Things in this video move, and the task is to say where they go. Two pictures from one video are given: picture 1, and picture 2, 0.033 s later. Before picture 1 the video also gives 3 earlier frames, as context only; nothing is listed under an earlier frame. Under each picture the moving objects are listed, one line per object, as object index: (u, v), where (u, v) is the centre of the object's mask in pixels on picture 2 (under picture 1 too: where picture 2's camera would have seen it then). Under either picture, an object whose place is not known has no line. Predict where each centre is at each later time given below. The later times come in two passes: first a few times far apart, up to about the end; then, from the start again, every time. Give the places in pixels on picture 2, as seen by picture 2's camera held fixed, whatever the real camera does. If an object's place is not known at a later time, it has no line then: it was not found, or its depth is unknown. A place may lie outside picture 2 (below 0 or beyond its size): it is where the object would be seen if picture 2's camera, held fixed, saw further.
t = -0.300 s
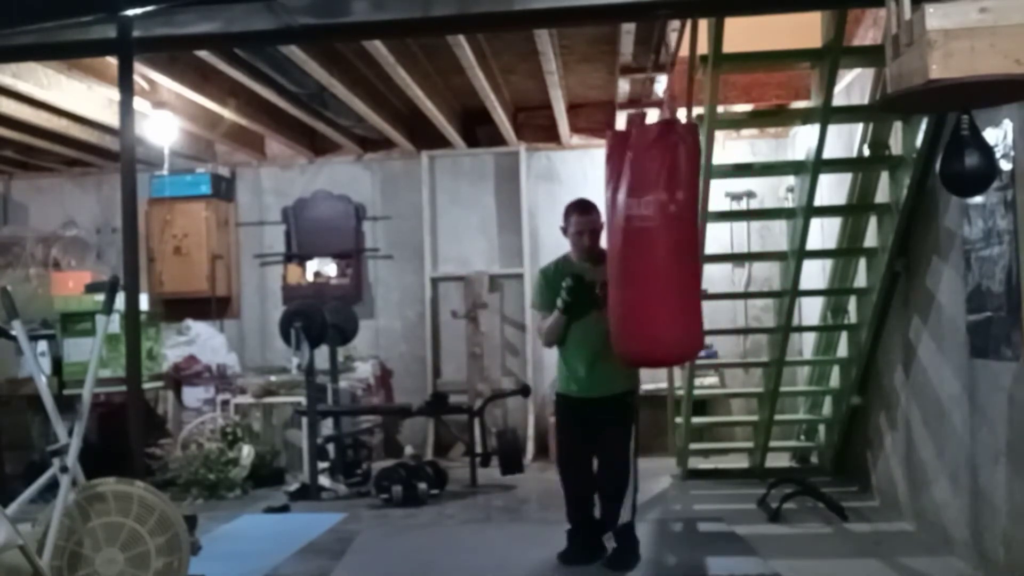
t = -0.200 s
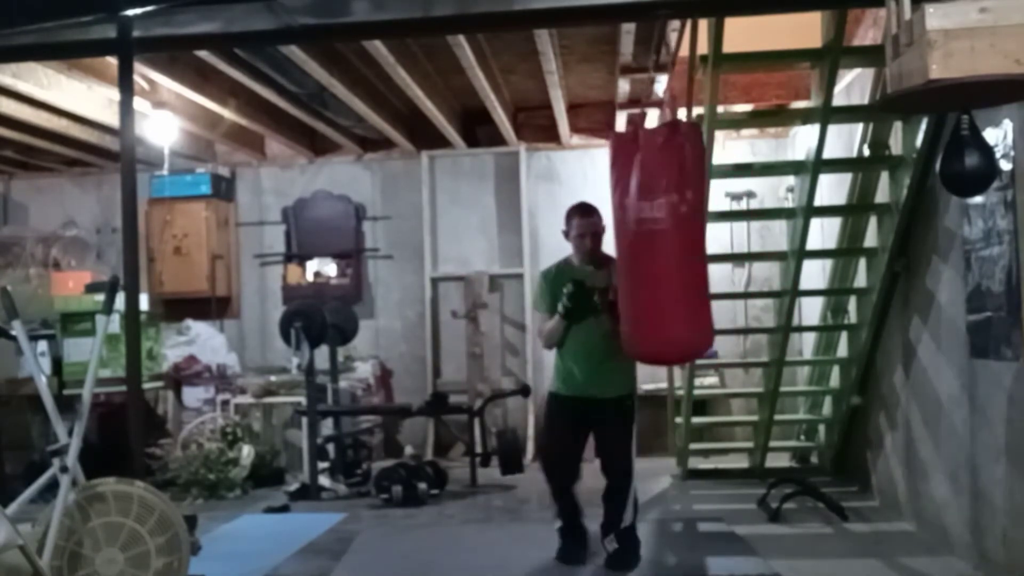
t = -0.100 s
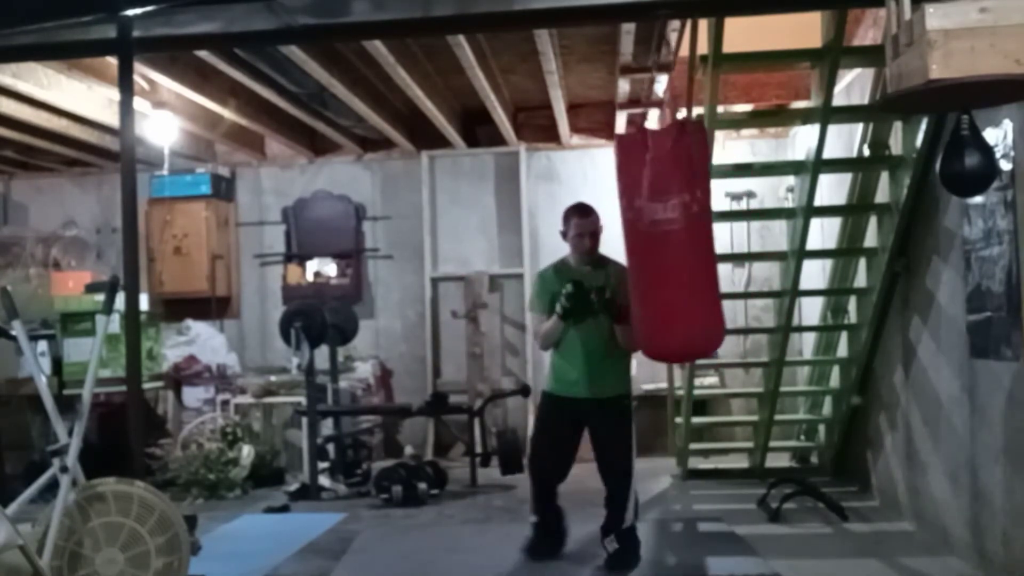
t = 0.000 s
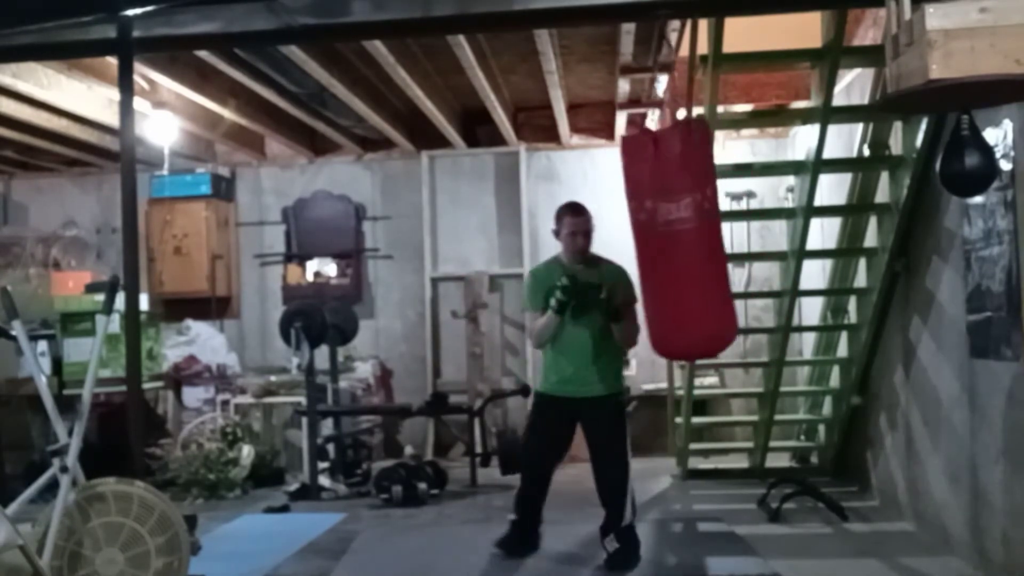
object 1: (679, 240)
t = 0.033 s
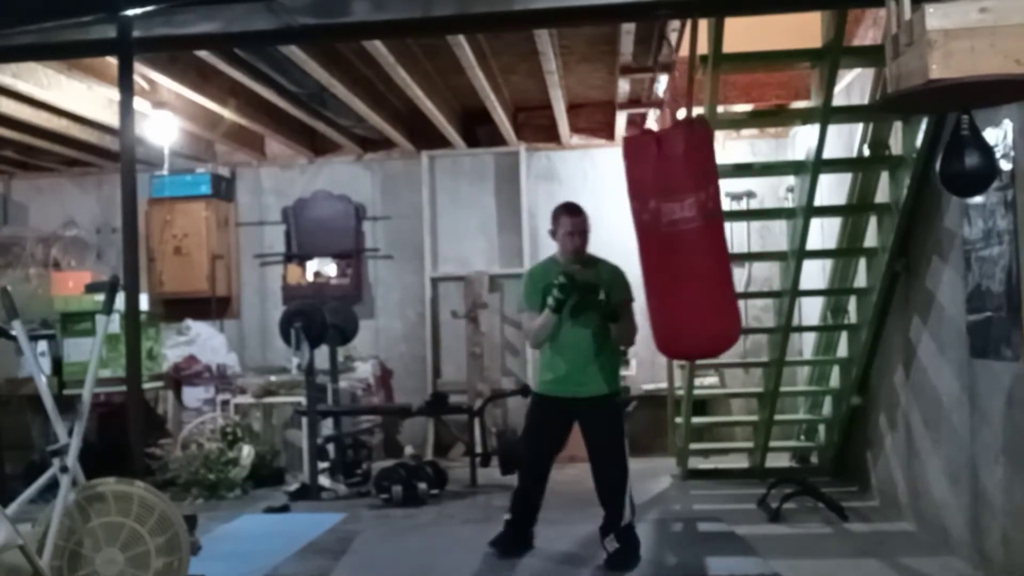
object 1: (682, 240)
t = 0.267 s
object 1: (701, 242)
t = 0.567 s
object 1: (707, 244)
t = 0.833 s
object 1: (689, 240)
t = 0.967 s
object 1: (676, 239)
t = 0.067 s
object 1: (685, 240)
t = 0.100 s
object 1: (688, 240)
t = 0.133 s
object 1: (691, 240)
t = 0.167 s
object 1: (694, 240)
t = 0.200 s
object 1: (696, 241)
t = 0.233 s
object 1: (698, 241)
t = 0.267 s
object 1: (701, 242)
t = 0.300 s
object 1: (703, 242)
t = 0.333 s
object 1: (704, 243)
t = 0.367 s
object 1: (706, 243)
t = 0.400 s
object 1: (707, 244)
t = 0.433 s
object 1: (707, 244)
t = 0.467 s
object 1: (708, 244)
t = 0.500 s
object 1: (708, 244)
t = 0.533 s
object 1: (707, 244)
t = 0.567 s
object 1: (707, 244)
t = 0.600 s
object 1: (706, 243)
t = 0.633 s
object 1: (704, 243)
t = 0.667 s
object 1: (702, 243)
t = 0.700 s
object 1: (700, 242)
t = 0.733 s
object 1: (698, 242)
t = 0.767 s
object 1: (695, 241)
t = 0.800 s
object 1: (692, 240)
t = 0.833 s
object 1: (689, 240)
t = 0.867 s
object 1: (686, 240)
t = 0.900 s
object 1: (683, 239)
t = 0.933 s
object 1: (679, 239)
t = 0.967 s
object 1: (676, 239)
